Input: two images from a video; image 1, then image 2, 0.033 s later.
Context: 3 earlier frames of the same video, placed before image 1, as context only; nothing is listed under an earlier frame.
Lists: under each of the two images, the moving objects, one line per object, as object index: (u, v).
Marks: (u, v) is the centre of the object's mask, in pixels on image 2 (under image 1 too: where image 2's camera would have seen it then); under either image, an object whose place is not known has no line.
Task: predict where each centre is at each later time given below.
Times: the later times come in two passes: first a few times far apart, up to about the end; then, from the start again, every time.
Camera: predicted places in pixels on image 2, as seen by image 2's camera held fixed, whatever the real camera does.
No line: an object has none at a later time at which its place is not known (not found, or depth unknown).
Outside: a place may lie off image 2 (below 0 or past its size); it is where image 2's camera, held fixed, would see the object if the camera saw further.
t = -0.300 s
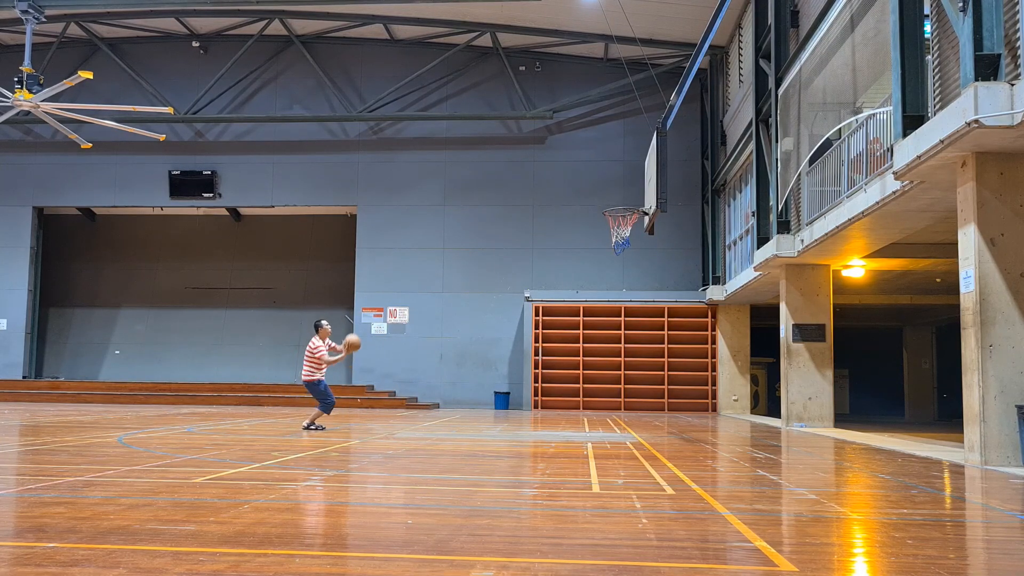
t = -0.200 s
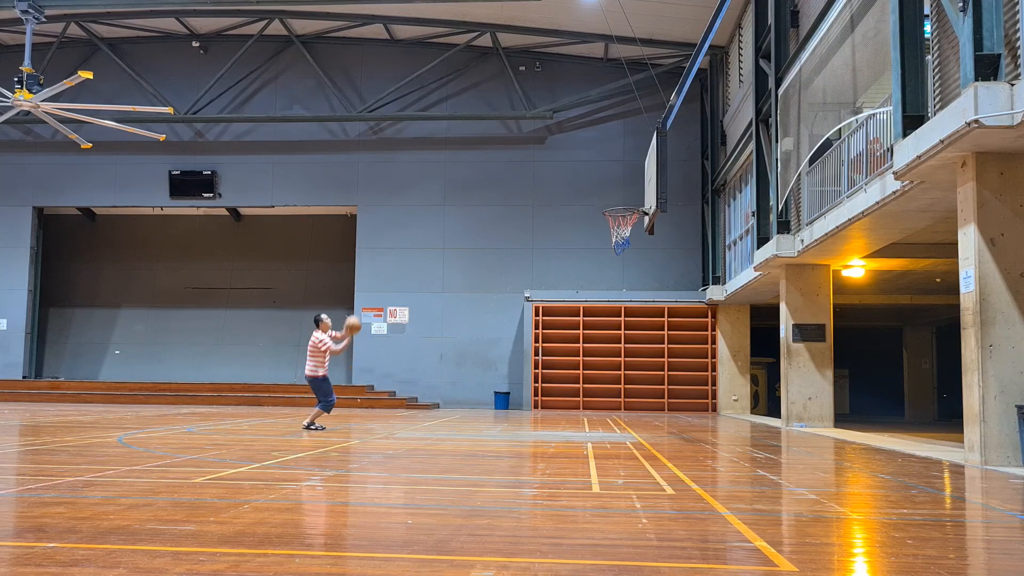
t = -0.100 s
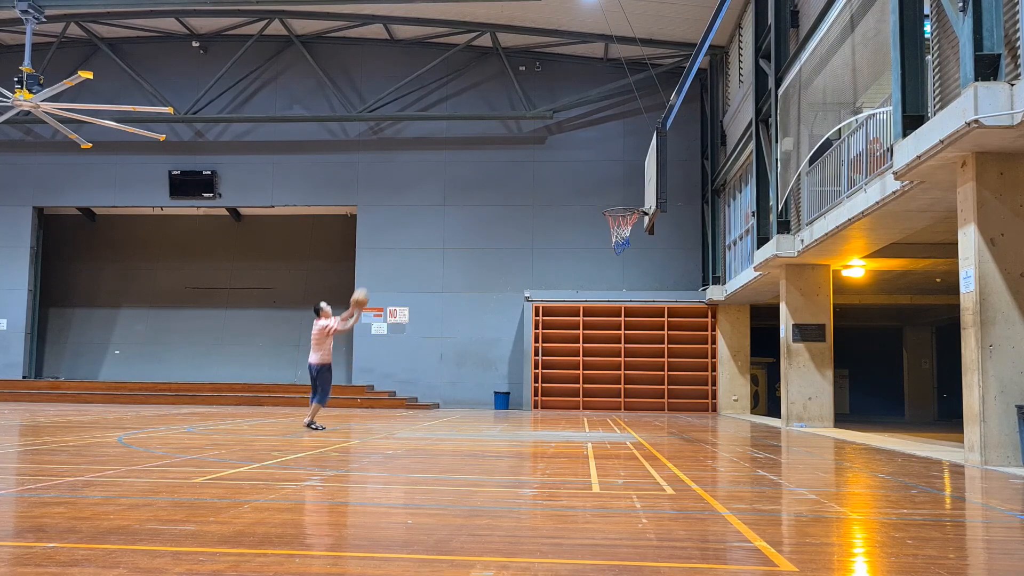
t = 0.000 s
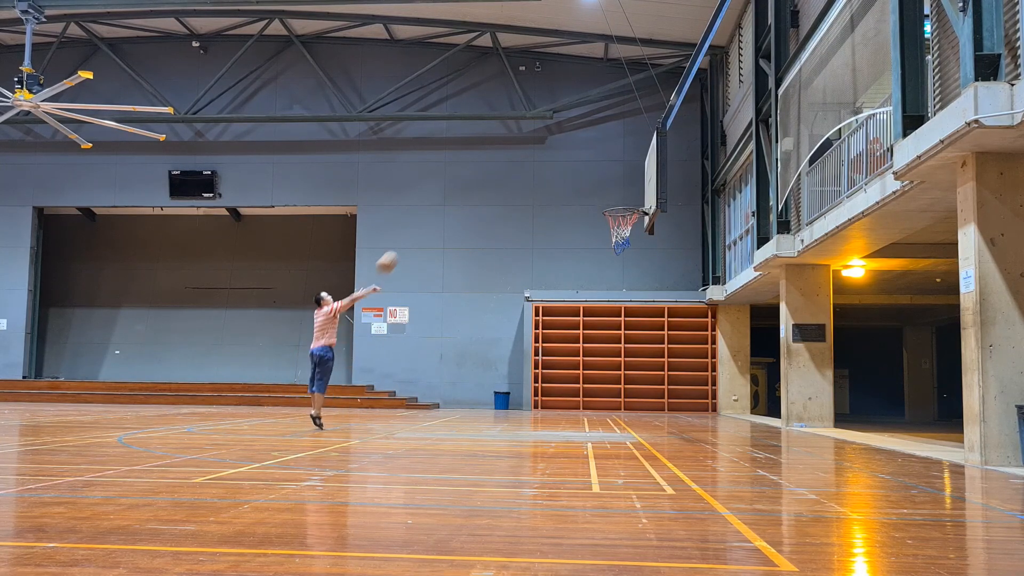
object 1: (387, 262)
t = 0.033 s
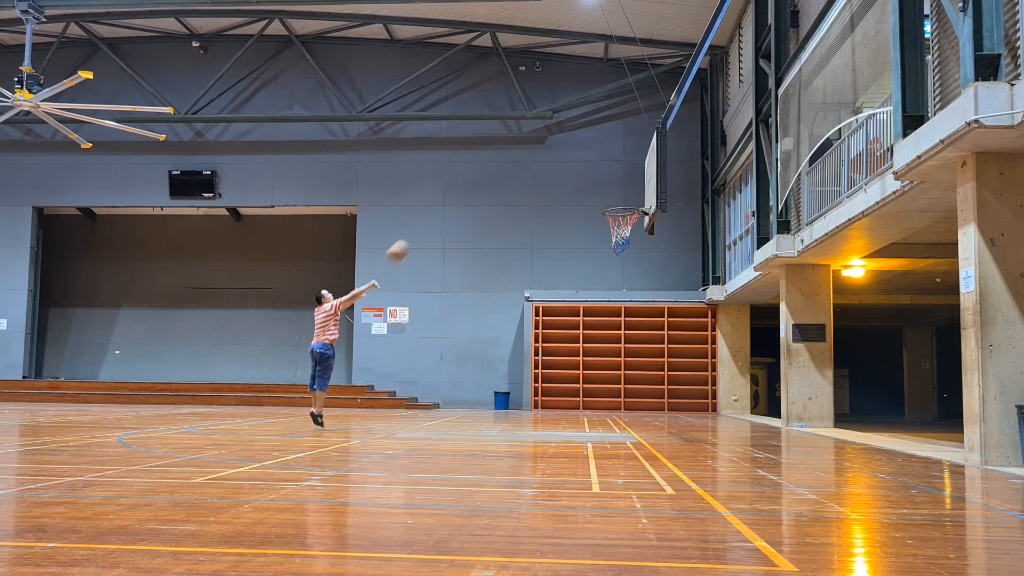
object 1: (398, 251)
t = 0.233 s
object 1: (461, 200)
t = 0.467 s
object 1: (532, 175)
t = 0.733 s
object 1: (614, 193)
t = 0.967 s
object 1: (600, 188)
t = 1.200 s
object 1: (561, 198)
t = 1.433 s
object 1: (524, 243)
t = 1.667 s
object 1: (490, 320)
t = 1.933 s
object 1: (456, 401)
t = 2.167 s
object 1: (441, 336)
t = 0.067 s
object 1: (408, 241)
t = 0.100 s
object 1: (419, 231)
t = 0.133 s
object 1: (430, 222)
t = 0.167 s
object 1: (440, 214)
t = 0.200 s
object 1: (451, 207)
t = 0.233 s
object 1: (461, 200)
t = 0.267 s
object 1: (471, 194)
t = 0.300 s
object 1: (482, 189)
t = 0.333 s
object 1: (492, 185)
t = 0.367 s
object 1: (502, 181)
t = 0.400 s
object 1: (512, 178)
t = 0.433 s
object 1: (522, 176)
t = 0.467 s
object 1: (532, 175)
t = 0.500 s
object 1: (542, 175)
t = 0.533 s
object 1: (552, 175)
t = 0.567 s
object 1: (562, 176)
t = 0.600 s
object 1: (573, 178)
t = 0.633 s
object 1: (583, 181)
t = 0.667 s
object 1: (593, 184)
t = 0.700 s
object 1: (603, 188)
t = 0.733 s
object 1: (614, 193)
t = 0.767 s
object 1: (623, 197)
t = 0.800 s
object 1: (629, 201)
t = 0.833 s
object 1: (624, 198)
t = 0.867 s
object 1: (618, 194)
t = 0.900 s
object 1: (612, 191)
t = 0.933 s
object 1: (606, 189)
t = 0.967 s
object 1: (600, 188)
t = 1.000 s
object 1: (594, 187)
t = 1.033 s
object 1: (589, 187)
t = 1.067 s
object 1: (583, 188)
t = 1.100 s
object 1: (577, 189)
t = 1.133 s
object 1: (572, 191)
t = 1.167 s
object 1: (566, 195)
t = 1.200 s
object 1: (561, 198)
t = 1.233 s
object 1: (556, 203)
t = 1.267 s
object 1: (550, 207)
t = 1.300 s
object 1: (545, 213)
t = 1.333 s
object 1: (540, 220)
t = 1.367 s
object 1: (534, 227)
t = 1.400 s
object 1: (529, 235)
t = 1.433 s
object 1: (524, 243)
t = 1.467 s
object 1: (519, 252)
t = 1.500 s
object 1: (514, 262)
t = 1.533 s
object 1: (509, 272)
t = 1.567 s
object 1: (504, 283)
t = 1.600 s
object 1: (499, 294)
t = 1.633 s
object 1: (495, 307)
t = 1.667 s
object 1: (490, 320)
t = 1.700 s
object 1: (485, 333)
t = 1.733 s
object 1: (480, 348)
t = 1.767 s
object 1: (476, 362)
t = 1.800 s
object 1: (471, 378)
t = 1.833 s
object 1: (467, 392)
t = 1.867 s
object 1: (463, 408)
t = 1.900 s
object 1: (458, 416)
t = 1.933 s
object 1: (456, 401)
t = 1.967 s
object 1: (453, 390)
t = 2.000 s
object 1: (451, 379)
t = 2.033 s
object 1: (449, 369)
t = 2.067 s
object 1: (447, 359)
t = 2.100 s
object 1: (445, 351)
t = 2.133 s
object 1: (443, 343)
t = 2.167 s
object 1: (441, 336)
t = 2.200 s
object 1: (438, 330)
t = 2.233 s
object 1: (436, 324)
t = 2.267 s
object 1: (434, 319)
